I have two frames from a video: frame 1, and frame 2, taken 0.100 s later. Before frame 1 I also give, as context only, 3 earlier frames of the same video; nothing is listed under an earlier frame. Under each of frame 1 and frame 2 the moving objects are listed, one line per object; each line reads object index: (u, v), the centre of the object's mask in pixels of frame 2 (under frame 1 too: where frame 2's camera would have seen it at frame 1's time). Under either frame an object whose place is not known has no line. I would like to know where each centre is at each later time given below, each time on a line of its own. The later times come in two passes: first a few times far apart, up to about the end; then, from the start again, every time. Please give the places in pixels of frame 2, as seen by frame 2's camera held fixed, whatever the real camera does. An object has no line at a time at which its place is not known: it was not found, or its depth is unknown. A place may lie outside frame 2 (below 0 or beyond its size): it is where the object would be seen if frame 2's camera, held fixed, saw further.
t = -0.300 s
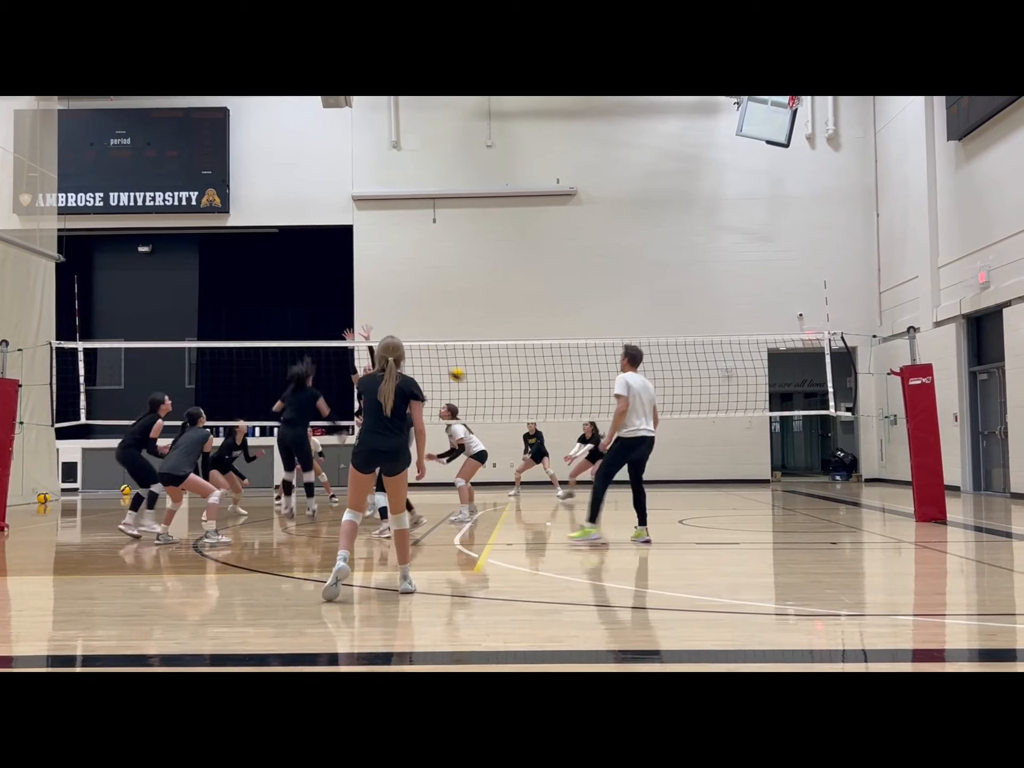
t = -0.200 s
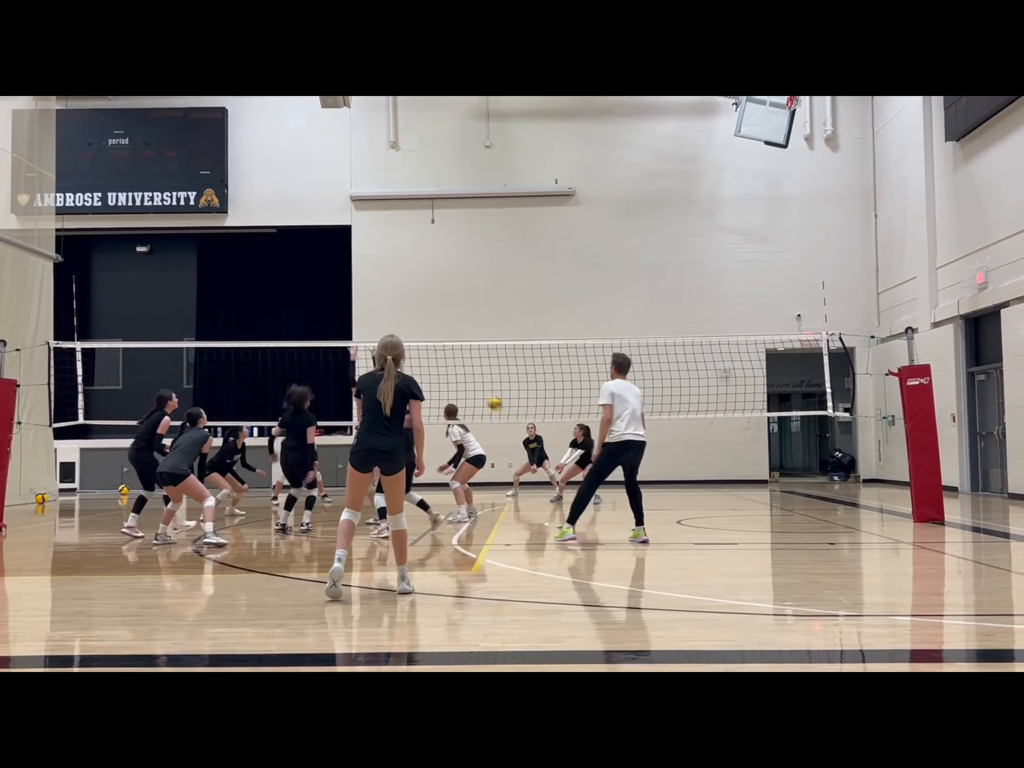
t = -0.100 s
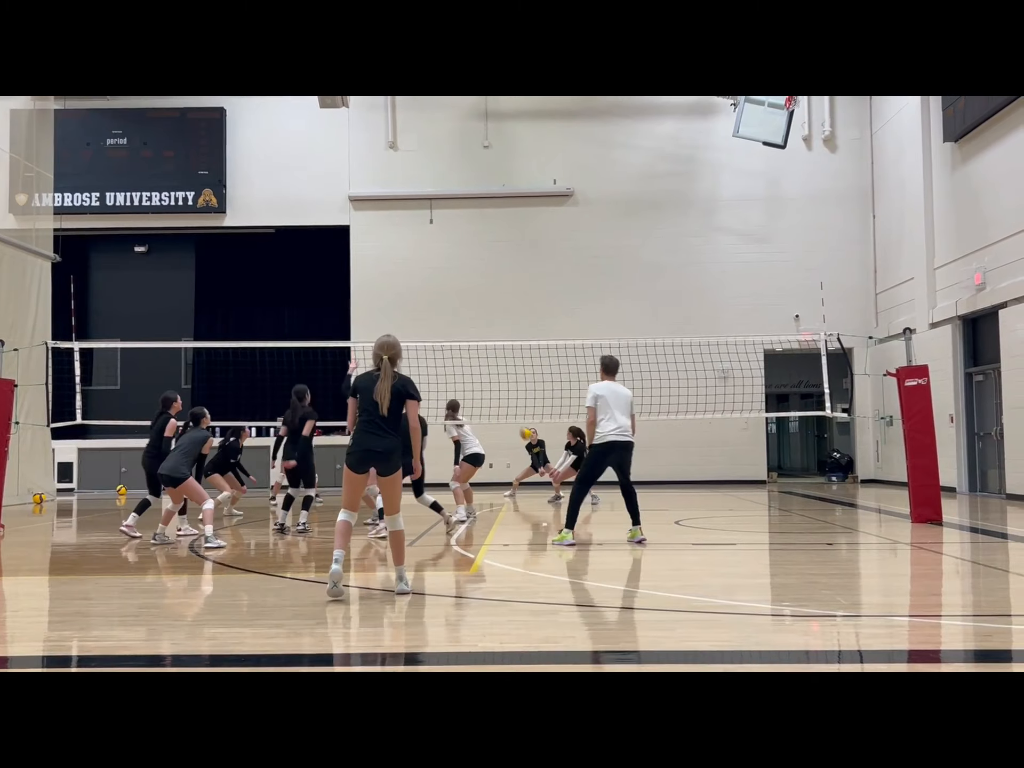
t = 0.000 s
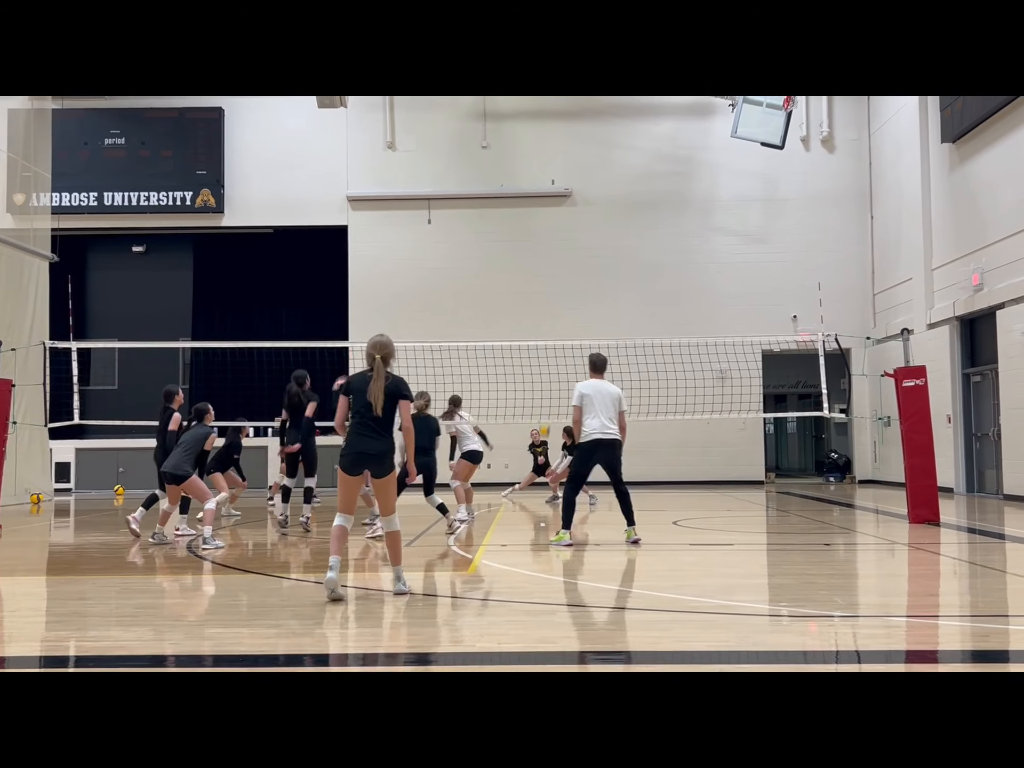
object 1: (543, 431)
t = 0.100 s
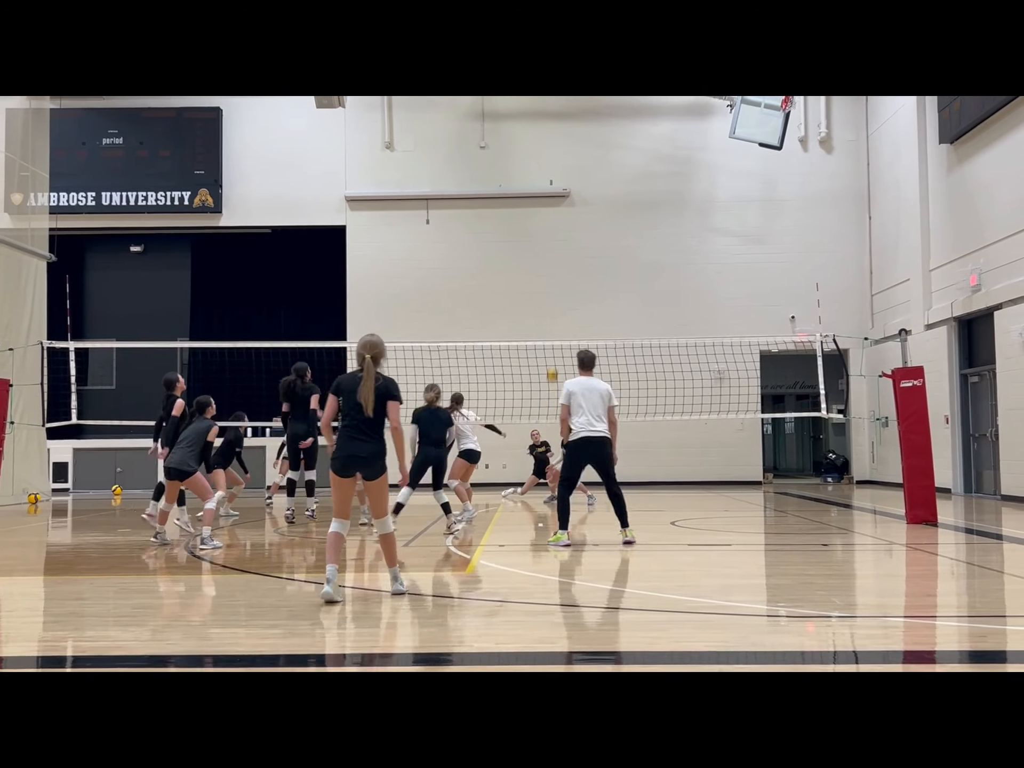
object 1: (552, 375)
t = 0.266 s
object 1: (568, 292)
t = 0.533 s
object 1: (597, 191)
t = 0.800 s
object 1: (627, 126)
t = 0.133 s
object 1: (555, 358)
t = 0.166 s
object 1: (559, 337)
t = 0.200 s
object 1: (562, 324)
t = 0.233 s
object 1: (565, 308)
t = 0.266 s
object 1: (568, 292)
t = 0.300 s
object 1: (572, 278)
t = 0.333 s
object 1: (575, 264)
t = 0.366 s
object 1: (579, 250)
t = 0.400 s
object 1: (582, 236)
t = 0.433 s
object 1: (586, 224)
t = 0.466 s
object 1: (589, 212)
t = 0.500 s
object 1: (593, 201)
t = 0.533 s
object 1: (597, 191)
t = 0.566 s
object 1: (600, 181)
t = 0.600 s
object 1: (604, 171)
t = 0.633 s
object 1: (608, 162)
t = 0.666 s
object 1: (612, 154)
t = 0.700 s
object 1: (616, 146)
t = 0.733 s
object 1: (619, 139)
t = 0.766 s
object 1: (623, 132)
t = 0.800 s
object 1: (627, 126)
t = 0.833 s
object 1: (631, 121)
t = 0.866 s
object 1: (634, 117)
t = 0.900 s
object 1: (639, 113)
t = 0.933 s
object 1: (643, 110)
